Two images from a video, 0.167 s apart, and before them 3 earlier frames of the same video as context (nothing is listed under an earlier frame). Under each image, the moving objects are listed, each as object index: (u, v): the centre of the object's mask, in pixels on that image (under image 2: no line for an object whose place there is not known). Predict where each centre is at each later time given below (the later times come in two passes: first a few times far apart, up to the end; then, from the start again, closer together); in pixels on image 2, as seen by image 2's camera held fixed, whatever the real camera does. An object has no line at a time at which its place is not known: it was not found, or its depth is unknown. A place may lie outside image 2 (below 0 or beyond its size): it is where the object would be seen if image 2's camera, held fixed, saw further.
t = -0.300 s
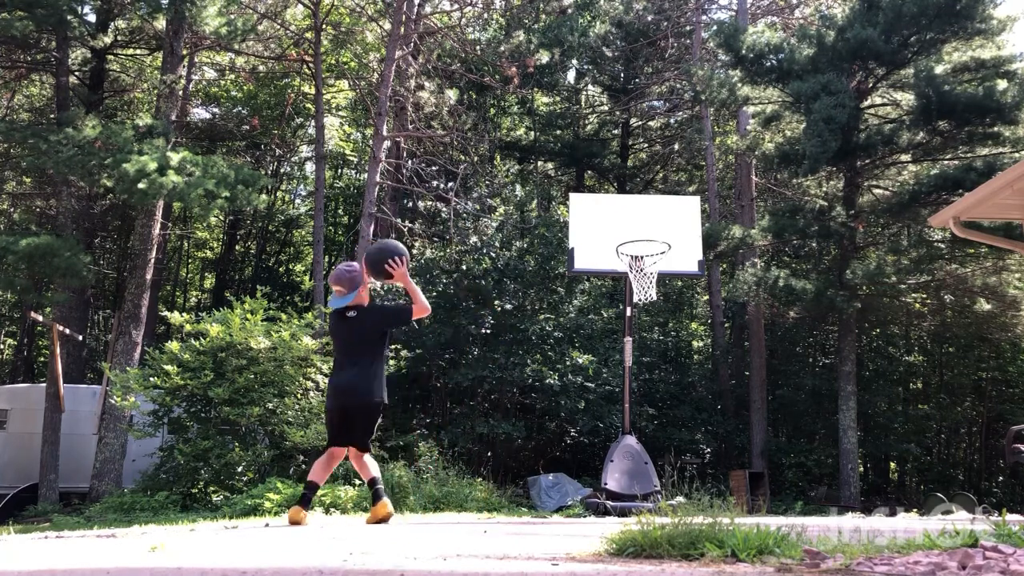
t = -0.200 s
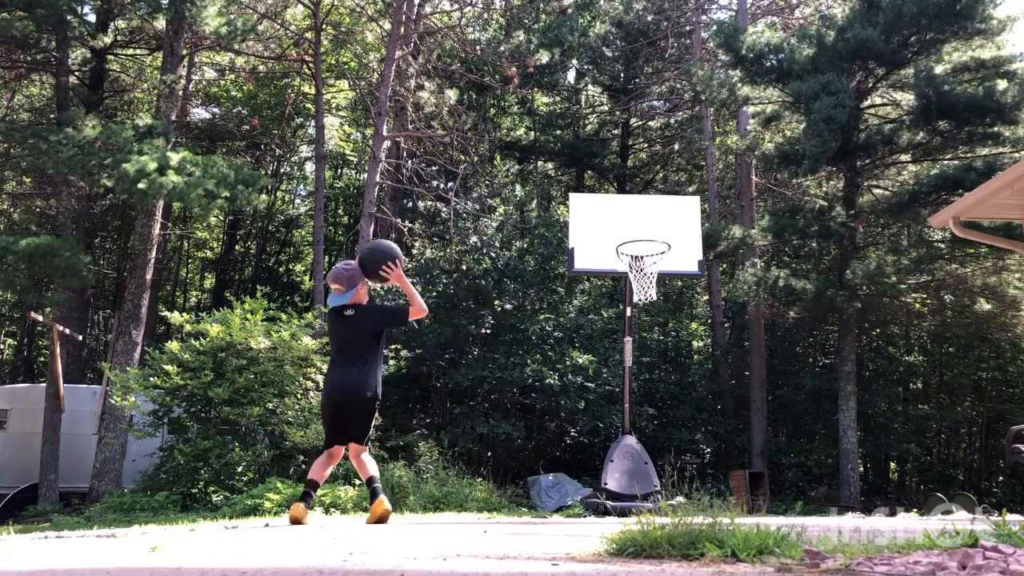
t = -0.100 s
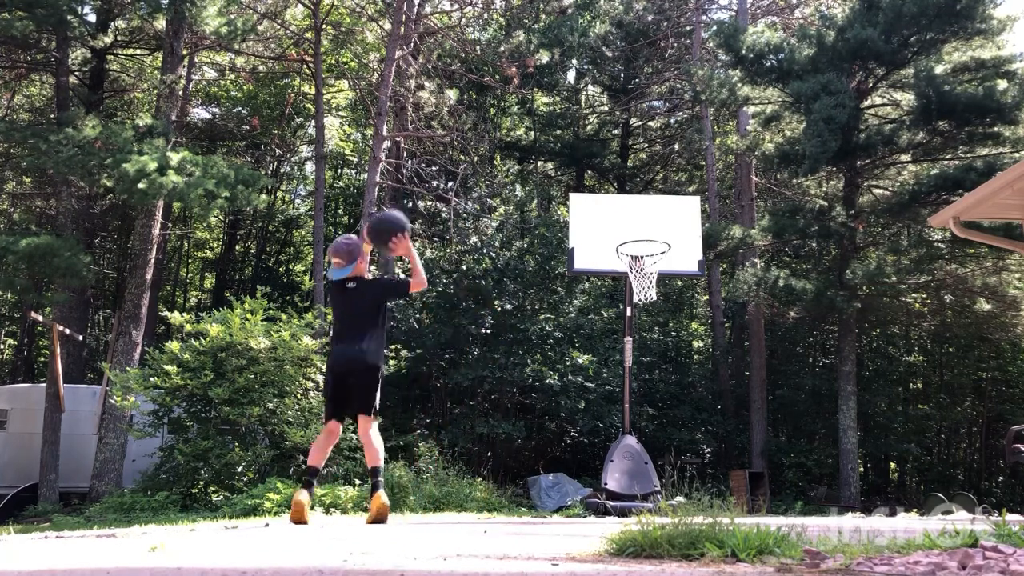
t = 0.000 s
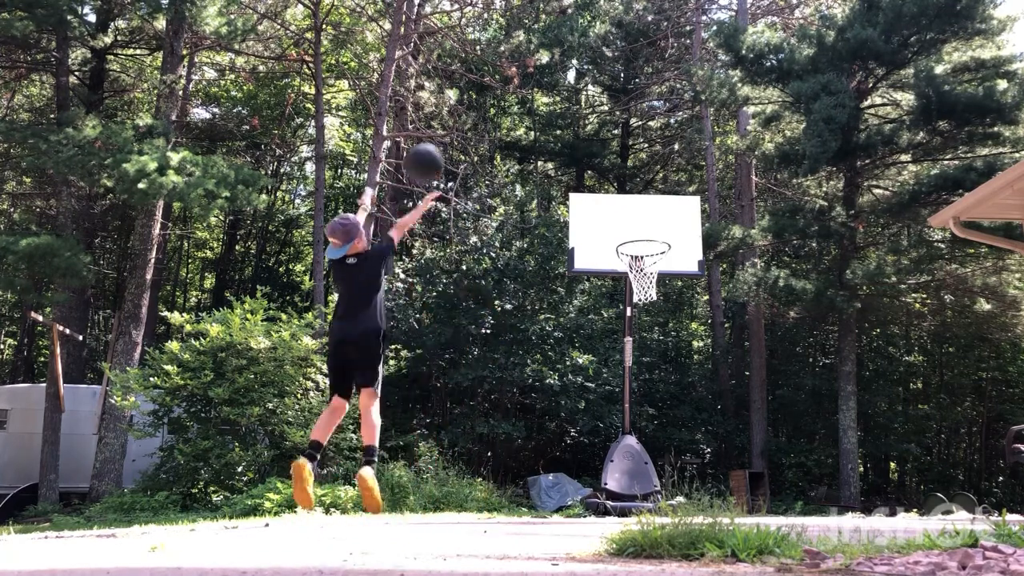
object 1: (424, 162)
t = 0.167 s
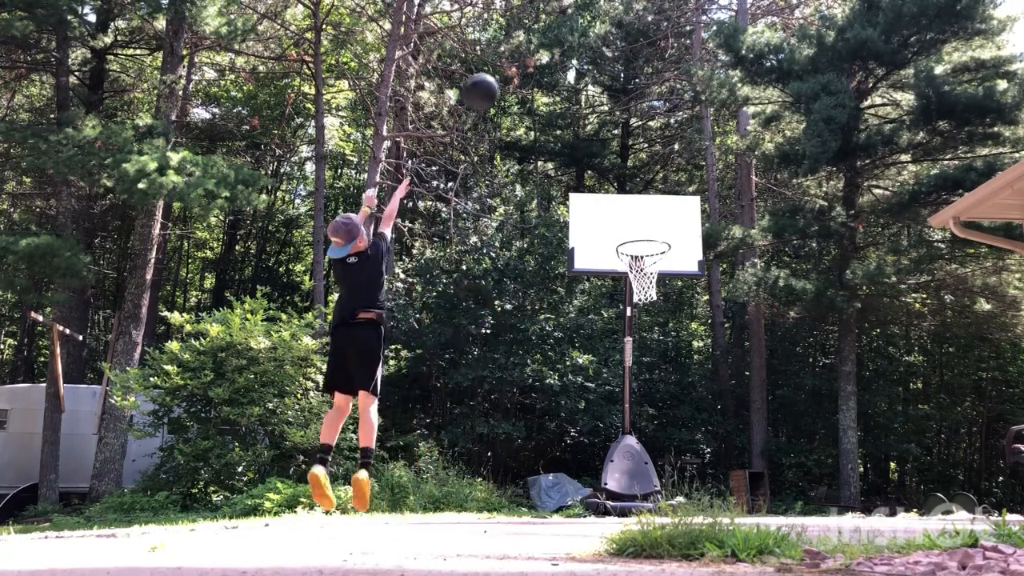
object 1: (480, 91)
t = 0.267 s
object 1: (509, 73)
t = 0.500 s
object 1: (562, 82)
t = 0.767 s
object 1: (609, 161)
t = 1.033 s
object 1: (649, 285)
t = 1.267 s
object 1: (669, 344)
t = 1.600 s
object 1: (696, 467)
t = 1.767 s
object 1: (693, 387)
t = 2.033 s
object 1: (692, 324)
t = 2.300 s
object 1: (692, 346)
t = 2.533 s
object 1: (696, 446)
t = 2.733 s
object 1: (694, 439)
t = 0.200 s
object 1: (490, 84)
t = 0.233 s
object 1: (499, 78)
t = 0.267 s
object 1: (509, 73)
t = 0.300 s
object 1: (517, 71)
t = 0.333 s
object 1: (525, 69)
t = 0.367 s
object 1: (534, 69)
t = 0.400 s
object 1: (542, 71)
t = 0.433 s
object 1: (548, 74)
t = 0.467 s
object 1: (555, 77)
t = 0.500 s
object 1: (562, 82)
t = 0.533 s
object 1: (569, 89)
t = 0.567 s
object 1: (575, 96)
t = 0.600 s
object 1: (582, 104)
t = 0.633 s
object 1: (587, 114)
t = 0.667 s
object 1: (592, 124)
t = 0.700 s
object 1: (599, 135)
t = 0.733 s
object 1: (604, 148)
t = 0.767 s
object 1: (609, 161)
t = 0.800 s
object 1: (616, 175)
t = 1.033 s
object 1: (649, 285)
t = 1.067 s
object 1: (650, 284)
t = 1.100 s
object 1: (654, 290)
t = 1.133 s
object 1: (656, 297)
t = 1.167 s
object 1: (661, 308)
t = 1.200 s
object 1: (663, 319)
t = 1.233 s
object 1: (666, 331)
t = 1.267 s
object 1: (669, 344)
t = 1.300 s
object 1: (673, 359)
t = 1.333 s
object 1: (676, 375)
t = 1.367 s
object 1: (679, 393)
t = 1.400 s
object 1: (682, 412)
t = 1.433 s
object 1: (686, 433)
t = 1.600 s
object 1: (696, 467)
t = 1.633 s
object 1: (696, 448)
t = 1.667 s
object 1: (695, 431)
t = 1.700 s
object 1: (694, 415)
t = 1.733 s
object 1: (694, 400)
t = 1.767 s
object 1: (693, 387)
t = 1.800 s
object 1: (693, 375)
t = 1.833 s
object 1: (693, 364)
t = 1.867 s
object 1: (692, 354)
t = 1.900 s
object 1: (692, 346)
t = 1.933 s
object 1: (692, 339)
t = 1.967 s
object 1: (691, 333)
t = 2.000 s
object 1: (691, 328)
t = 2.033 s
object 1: (692, 324)
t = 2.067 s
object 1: (692, 322)
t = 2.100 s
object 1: (692, 322)
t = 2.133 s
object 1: (692, 322)
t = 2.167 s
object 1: (692, 324)
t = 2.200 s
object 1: (692, 327)
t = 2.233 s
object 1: (692, 332)
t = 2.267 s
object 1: (692, 338)
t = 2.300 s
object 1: (692, 346)
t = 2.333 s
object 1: (692, 355)
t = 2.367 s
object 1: (693, 366)
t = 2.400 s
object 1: (693, 378)
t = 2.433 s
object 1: (694, 392)
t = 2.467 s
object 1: (695, 408)
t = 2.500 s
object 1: (695, 427)
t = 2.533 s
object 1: (696, 446)
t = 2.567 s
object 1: (697, 468)
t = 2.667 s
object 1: (696, 475)
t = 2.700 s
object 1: (695, 456)
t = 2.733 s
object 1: (694, 439)
